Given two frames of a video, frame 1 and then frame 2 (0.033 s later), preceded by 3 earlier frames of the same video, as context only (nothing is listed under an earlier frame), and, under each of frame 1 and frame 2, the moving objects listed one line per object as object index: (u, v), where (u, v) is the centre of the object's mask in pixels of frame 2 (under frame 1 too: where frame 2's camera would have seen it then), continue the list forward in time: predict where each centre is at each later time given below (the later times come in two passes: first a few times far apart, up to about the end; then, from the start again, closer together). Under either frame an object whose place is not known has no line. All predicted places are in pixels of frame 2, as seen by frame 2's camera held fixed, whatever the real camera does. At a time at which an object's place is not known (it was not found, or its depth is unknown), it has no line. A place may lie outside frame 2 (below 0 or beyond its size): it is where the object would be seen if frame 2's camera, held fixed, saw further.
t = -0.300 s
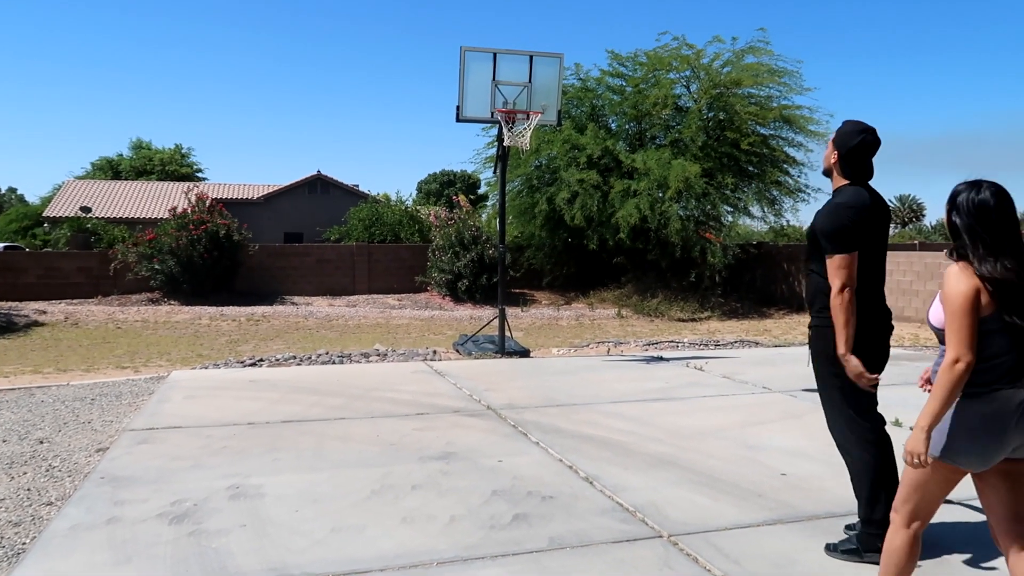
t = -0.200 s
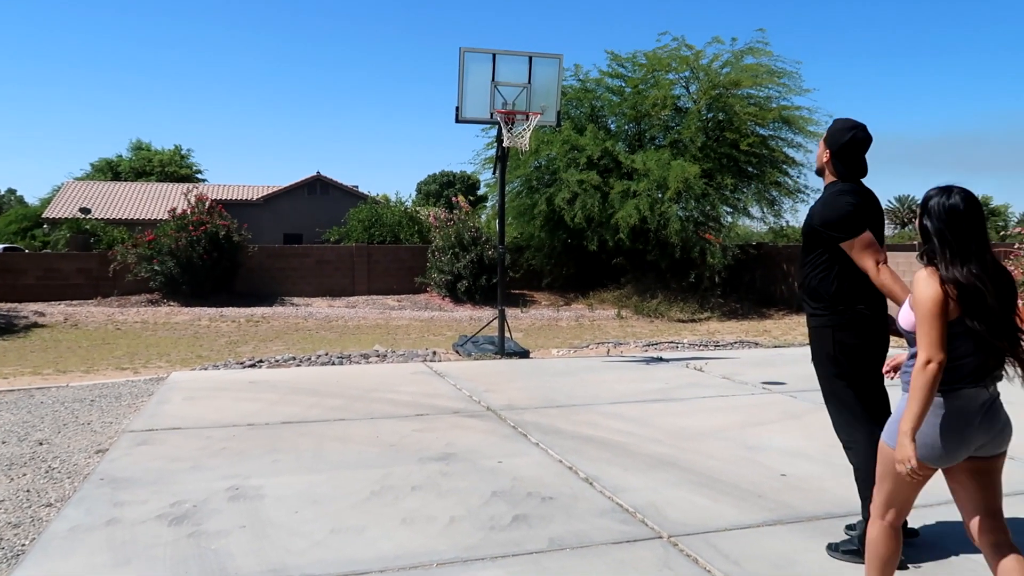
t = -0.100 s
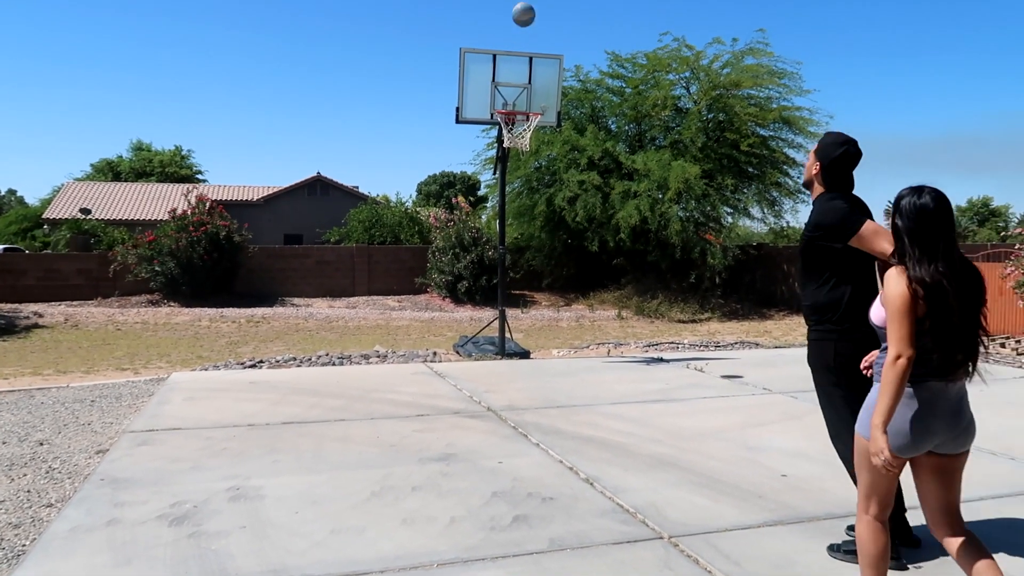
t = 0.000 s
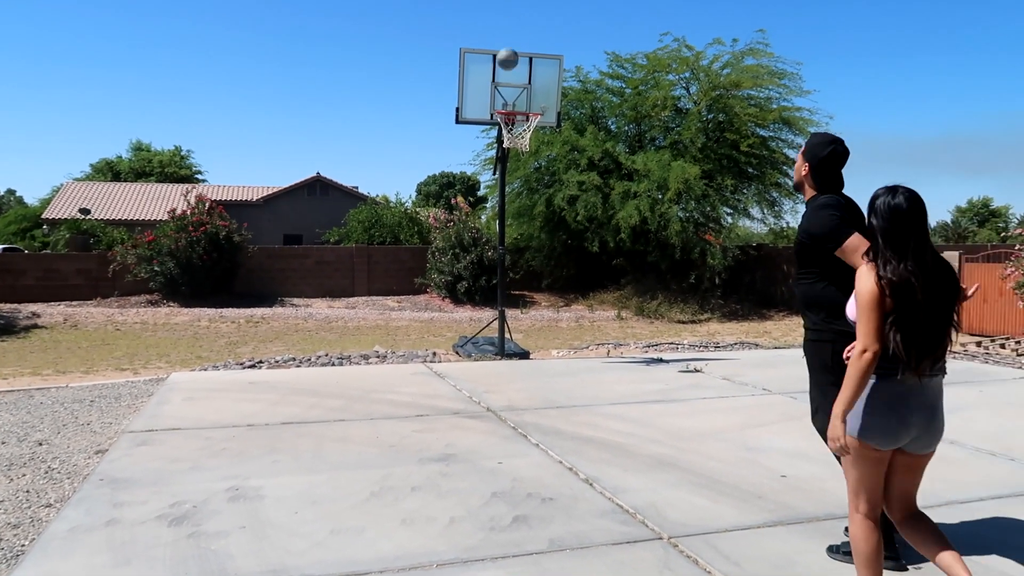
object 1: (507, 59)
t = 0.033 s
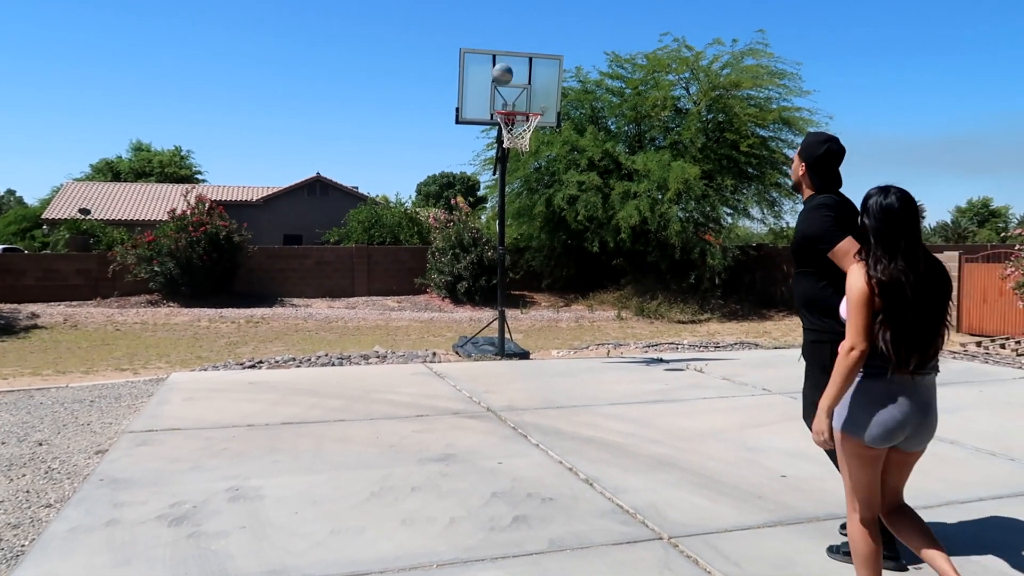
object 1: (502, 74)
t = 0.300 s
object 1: (416, 128)
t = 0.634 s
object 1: (285, 244)
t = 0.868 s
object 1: (198, 353)
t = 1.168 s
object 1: (116, 225)
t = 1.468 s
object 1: (31, 175)
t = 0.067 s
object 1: (498, 90)
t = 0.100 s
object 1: (494, 105)
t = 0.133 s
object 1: (481, 108)
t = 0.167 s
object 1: (468, 110)
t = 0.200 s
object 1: (456, 113)
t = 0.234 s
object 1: (442, 117)
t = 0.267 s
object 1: (429, 122)
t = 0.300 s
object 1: (416, 128)
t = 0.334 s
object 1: (403, 135)
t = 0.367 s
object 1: (390, 144)
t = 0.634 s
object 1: (285, 244)
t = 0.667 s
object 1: (273, 261)
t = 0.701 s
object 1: (259, 280)
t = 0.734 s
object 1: (247, 298)
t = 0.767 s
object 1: (235, 319)
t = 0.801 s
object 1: (221, 340)
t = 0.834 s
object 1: (208, 362)
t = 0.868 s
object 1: (198, 353)
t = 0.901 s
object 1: (190, 335)
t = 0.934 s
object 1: (180, 319)
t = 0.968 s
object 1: (171, 302)
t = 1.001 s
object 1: (162, 287)
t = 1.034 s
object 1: (153, 274)
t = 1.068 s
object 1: (144, 260)
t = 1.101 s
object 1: (135, 247)
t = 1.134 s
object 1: (125, 235)
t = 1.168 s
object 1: (116, 225)
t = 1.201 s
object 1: (107, 215)
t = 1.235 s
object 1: (97, 207)
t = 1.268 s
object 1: (87, 200)
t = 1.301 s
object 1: (79, 193)
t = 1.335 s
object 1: (68, 188)
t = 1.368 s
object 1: (60, 182)
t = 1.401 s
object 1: (51, 180)
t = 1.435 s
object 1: (41, 177)
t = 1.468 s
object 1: (31, 175)
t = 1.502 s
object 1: (22, 175)
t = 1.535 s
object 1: (12, 176)
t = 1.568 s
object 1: (2, 177)
